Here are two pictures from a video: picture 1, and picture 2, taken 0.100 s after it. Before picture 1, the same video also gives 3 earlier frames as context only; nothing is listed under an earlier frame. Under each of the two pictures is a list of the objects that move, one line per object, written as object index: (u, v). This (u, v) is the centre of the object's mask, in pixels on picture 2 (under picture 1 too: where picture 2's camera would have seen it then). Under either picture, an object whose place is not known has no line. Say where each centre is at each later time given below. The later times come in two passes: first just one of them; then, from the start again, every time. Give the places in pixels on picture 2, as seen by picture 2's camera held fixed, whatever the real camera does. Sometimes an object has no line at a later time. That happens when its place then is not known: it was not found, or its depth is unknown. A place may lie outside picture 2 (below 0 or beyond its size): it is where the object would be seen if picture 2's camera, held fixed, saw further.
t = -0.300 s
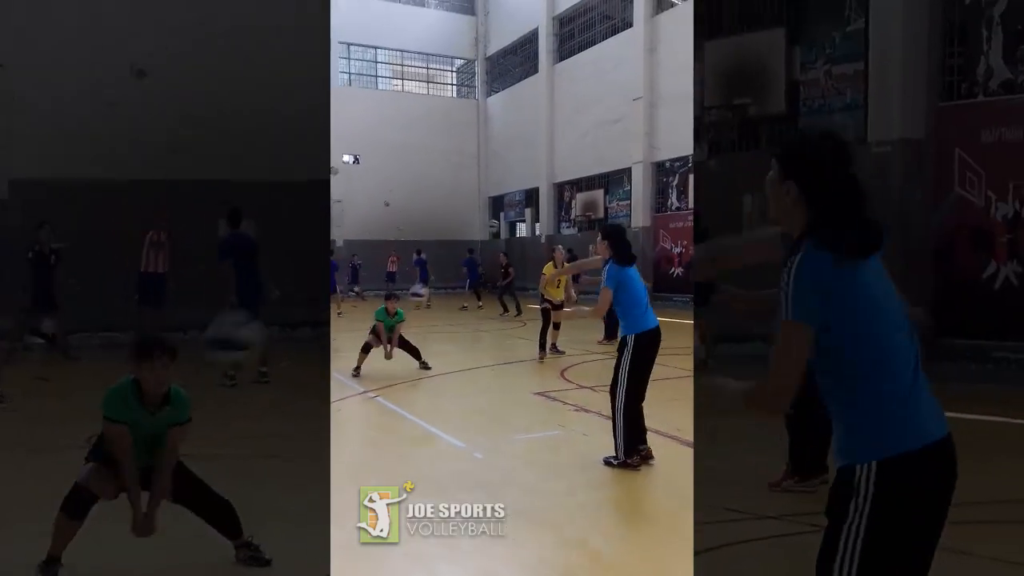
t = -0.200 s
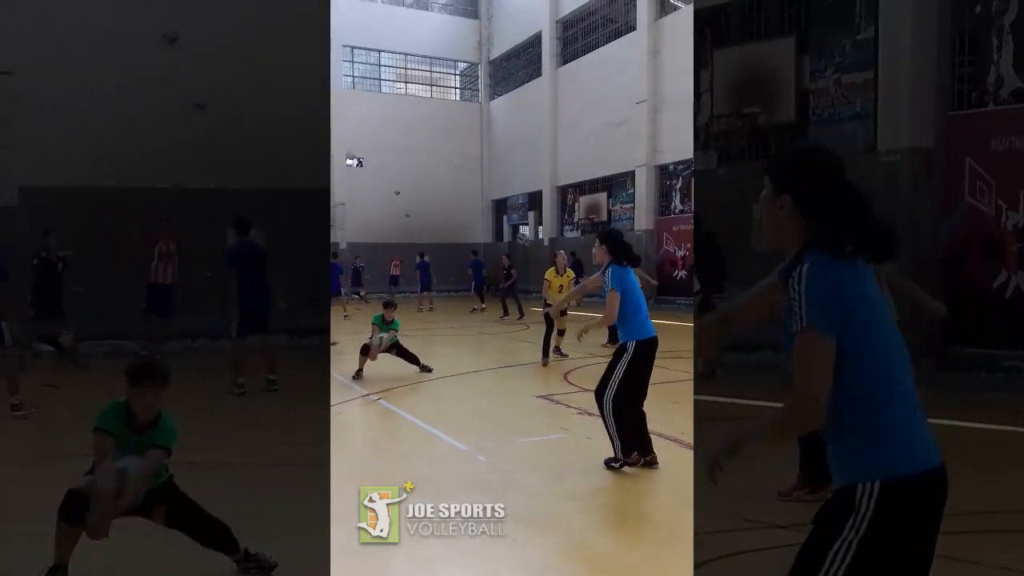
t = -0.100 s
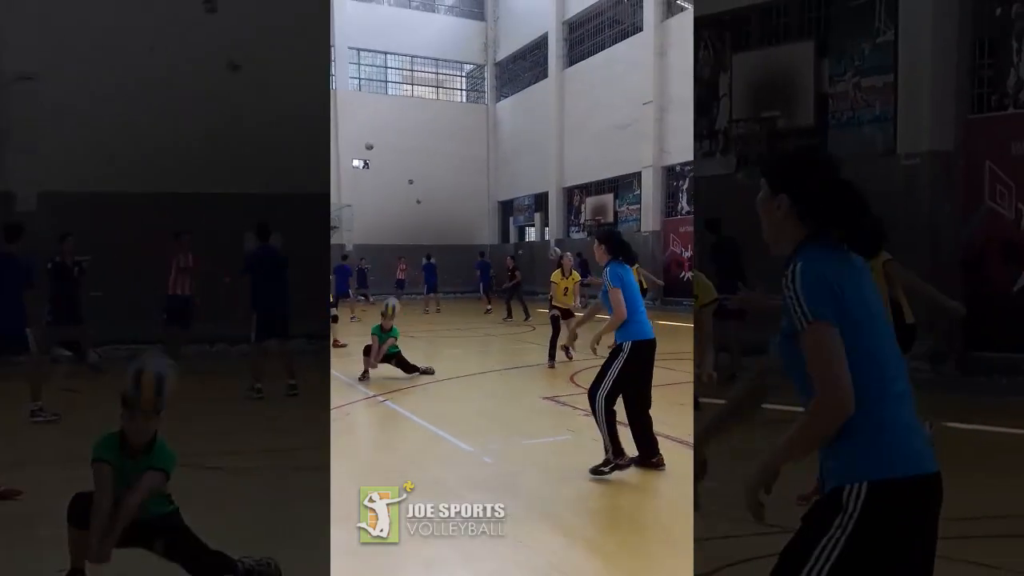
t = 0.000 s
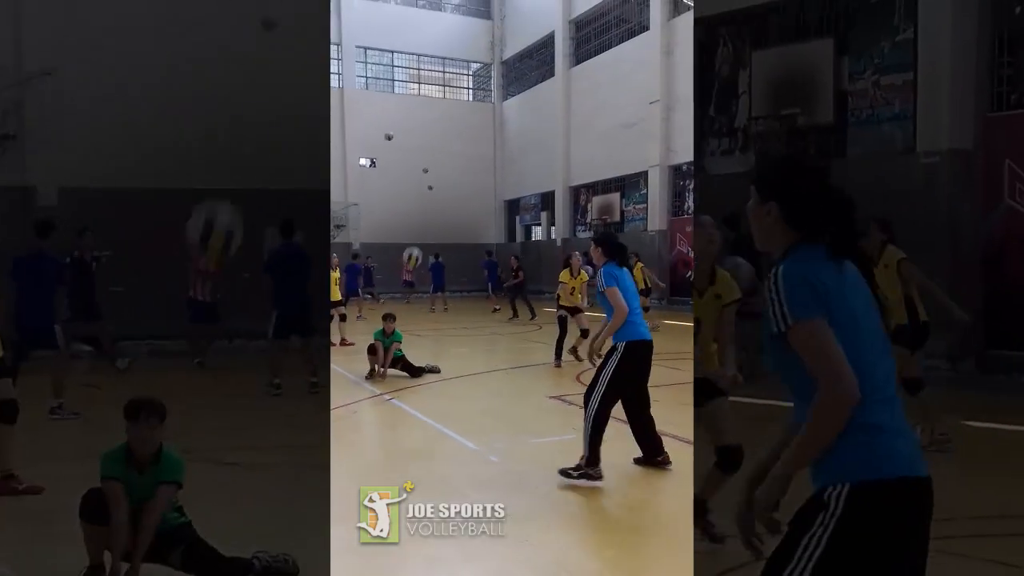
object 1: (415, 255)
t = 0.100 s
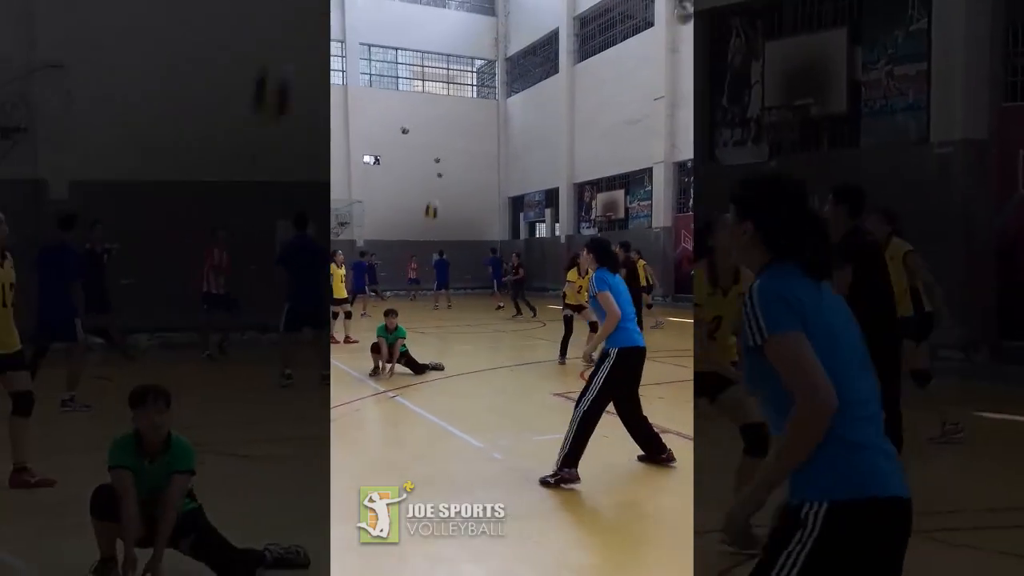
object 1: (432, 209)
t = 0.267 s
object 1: (465, 147)
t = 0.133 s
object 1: (438, 195)
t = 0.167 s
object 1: (444, 182)
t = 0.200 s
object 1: (450, 170)
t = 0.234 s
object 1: (458, 158)
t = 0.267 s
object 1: (465, 147)
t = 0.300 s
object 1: (472, 136)
